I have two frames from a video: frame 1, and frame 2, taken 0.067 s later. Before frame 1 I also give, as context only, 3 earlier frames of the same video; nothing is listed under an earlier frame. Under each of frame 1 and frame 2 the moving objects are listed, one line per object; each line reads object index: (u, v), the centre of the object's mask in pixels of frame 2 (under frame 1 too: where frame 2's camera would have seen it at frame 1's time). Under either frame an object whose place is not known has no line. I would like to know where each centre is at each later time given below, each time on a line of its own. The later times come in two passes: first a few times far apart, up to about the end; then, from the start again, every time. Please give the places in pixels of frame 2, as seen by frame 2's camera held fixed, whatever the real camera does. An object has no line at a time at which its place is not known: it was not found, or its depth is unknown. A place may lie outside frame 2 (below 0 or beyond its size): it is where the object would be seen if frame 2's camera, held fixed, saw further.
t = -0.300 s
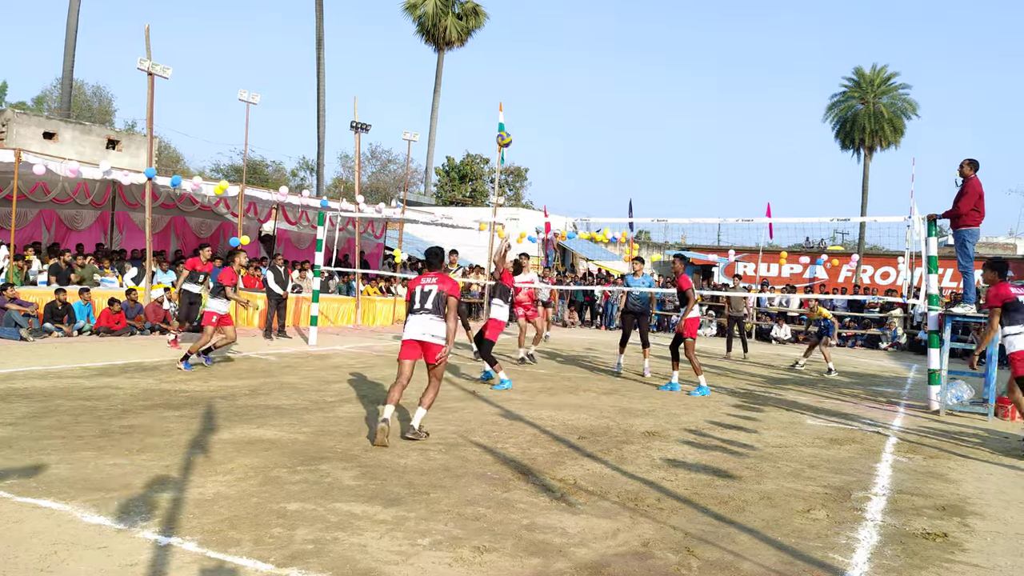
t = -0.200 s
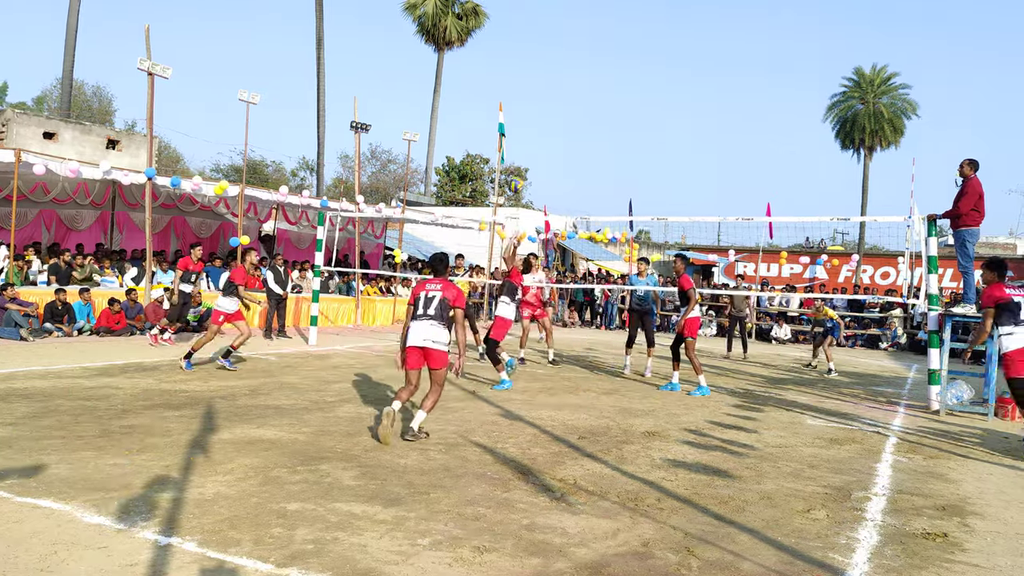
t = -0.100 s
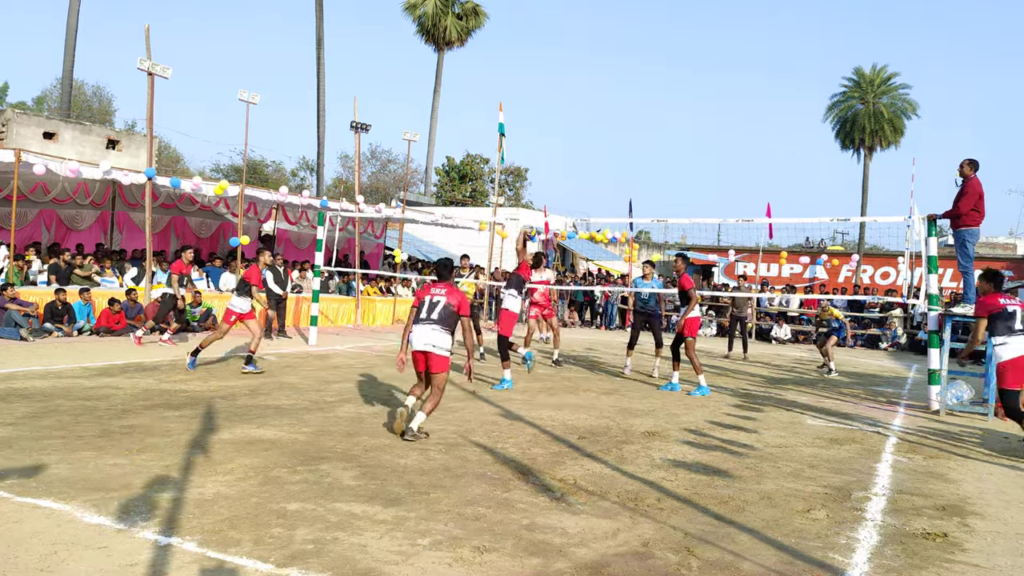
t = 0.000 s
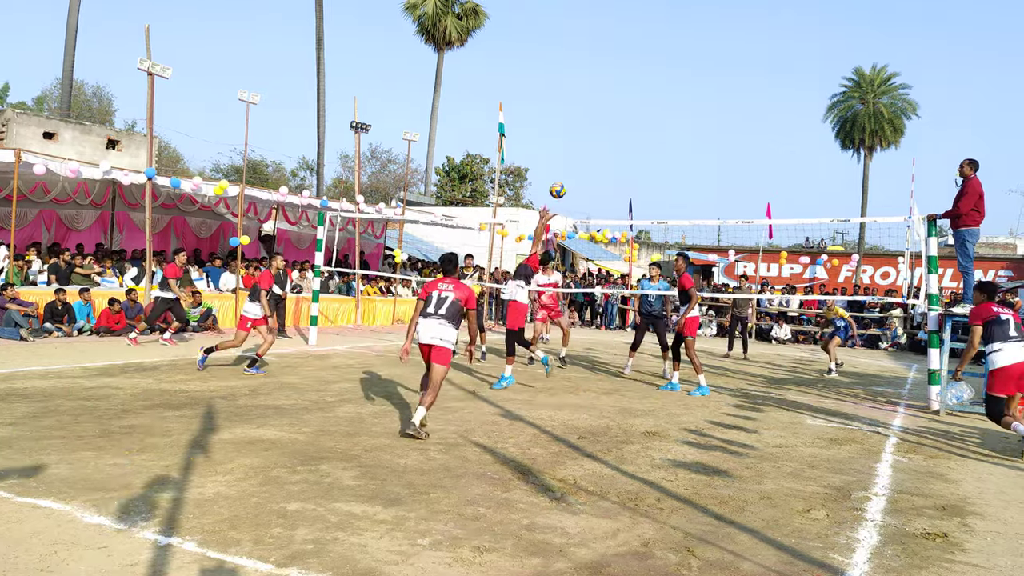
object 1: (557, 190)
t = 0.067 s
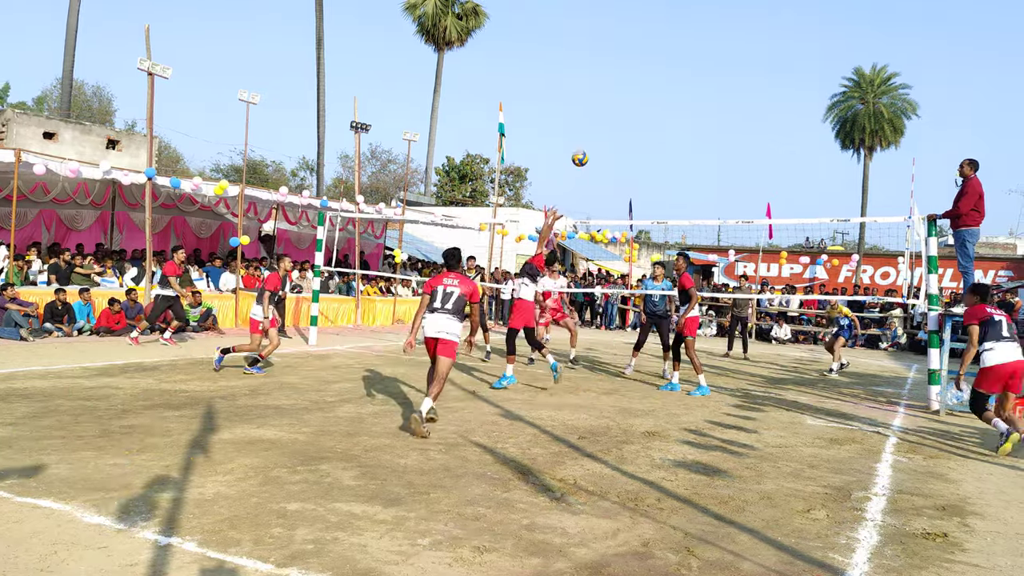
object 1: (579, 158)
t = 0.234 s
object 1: (635, 93)
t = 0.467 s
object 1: (713, 34)
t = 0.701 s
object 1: (793, 19)
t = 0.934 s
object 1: (871, 52)
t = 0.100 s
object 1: (591, 144)
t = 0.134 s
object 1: (602, 129)
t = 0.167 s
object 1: (613, 116)
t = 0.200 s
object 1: (624, 104)
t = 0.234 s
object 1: (635, 93)
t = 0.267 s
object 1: (646, 82)
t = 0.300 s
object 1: (658, 72)
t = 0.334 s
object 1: (669, 63)
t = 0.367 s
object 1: (680, 54)
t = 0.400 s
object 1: (691, 47)
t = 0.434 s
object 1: (702, 40)
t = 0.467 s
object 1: (713, 34)
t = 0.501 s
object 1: (725, 30)
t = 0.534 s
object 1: (738, 26)
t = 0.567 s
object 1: (747, 23)
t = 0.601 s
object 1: (759, 21)
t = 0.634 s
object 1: (771, 19)
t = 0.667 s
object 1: (782, 18)
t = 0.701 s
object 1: (793, 19)
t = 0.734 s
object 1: (804, 21)
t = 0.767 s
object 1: (815, 23)
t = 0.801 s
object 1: (827, 27)
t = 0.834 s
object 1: (838, 31)
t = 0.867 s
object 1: (849, 37)
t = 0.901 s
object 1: (860, 44)
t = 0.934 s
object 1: (871, 52)
